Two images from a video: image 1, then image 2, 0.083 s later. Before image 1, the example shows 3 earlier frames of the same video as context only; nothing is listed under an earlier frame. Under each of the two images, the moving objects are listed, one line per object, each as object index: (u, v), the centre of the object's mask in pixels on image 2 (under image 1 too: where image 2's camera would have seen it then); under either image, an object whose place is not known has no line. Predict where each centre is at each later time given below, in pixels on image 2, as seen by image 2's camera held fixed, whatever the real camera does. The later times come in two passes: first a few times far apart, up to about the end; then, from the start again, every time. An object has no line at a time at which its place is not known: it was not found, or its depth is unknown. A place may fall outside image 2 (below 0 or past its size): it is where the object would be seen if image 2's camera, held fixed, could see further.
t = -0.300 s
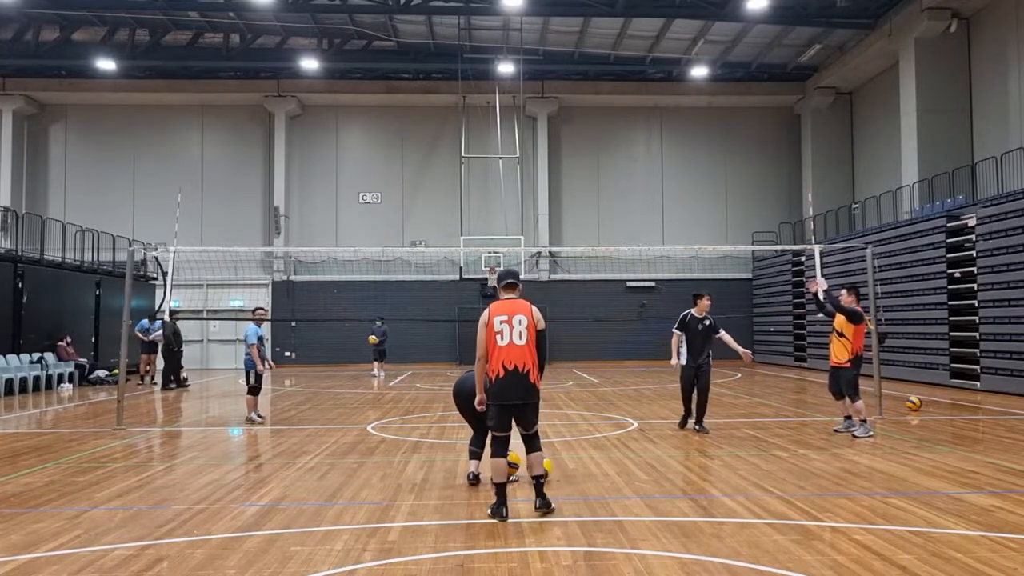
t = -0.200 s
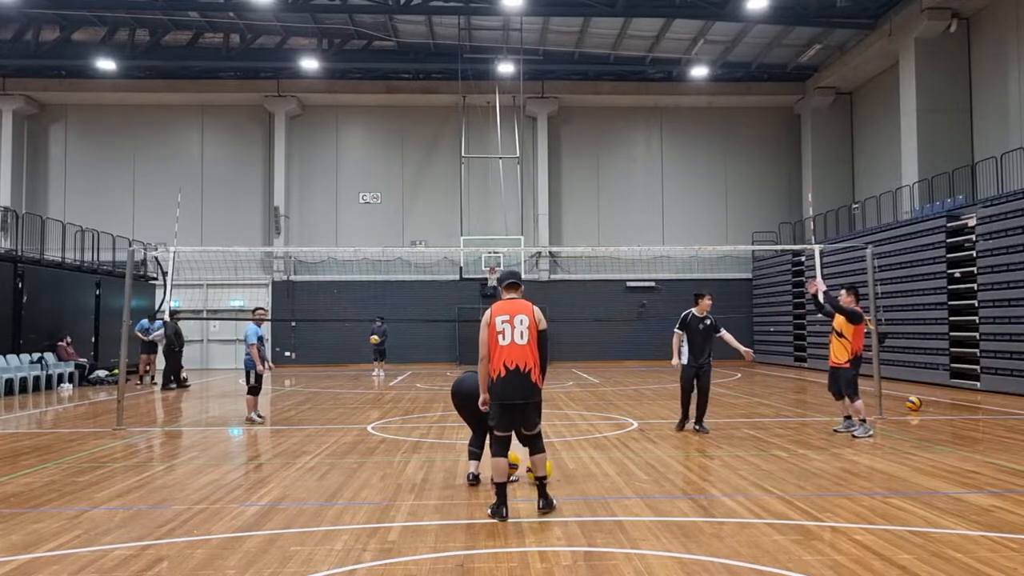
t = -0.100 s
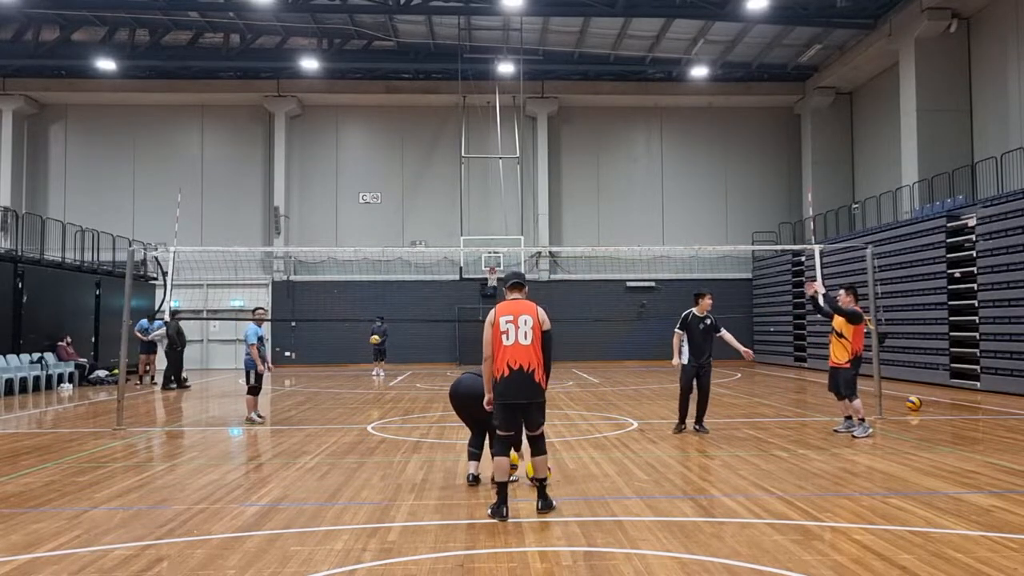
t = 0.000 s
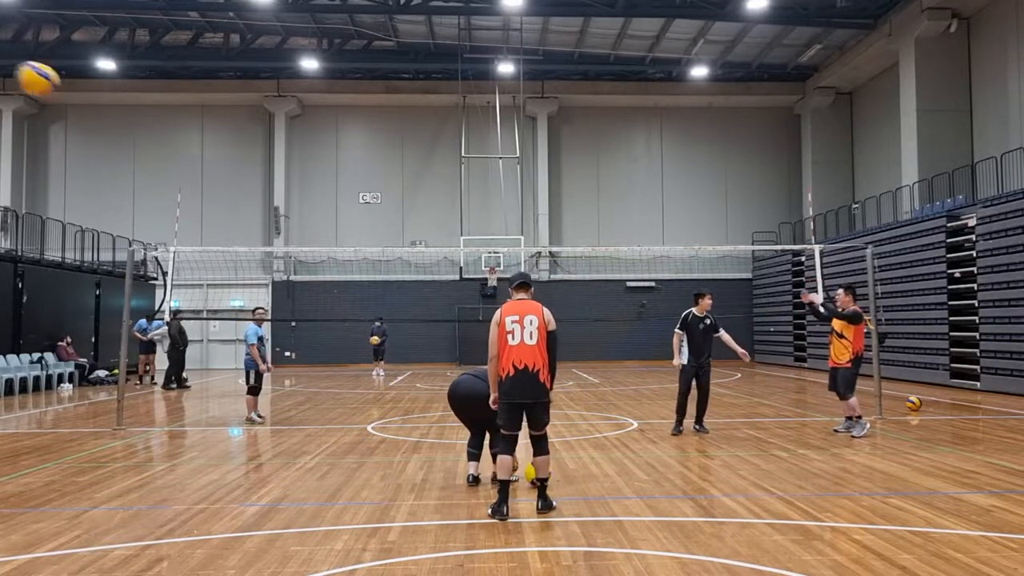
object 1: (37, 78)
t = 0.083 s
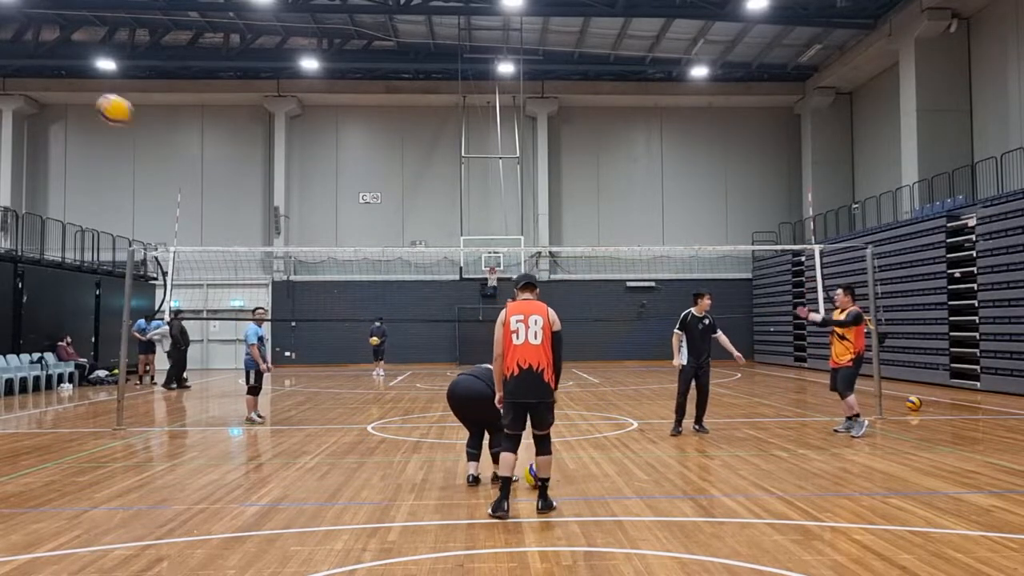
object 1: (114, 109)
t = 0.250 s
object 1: (219, 170)
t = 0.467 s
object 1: (300, 247)
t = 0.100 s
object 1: (128, 115)
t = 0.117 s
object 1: (140, 121)
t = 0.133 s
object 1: (152, 128)
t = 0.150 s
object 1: (163, 134)
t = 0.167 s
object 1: (174, 140)
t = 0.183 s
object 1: (184, 145)
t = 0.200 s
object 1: (193, 152)
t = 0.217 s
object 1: (202, 158)
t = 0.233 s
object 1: (211, 164)
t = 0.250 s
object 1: (219, 170)
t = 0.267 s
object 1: (227, 176)
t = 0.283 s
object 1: (235, 182)
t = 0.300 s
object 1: (242, 188)
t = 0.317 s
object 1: (249, 194)
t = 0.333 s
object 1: (255, 200)
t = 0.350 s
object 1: (261, 205)
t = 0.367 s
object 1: (267, 211)
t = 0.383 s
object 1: (274, 218)
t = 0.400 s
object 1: (279, 224)
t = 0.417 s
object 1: (284, 228)
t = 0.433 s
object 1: (289, 235)
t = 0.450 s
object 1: (295, 241)
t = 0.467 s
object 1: (300, 247)
